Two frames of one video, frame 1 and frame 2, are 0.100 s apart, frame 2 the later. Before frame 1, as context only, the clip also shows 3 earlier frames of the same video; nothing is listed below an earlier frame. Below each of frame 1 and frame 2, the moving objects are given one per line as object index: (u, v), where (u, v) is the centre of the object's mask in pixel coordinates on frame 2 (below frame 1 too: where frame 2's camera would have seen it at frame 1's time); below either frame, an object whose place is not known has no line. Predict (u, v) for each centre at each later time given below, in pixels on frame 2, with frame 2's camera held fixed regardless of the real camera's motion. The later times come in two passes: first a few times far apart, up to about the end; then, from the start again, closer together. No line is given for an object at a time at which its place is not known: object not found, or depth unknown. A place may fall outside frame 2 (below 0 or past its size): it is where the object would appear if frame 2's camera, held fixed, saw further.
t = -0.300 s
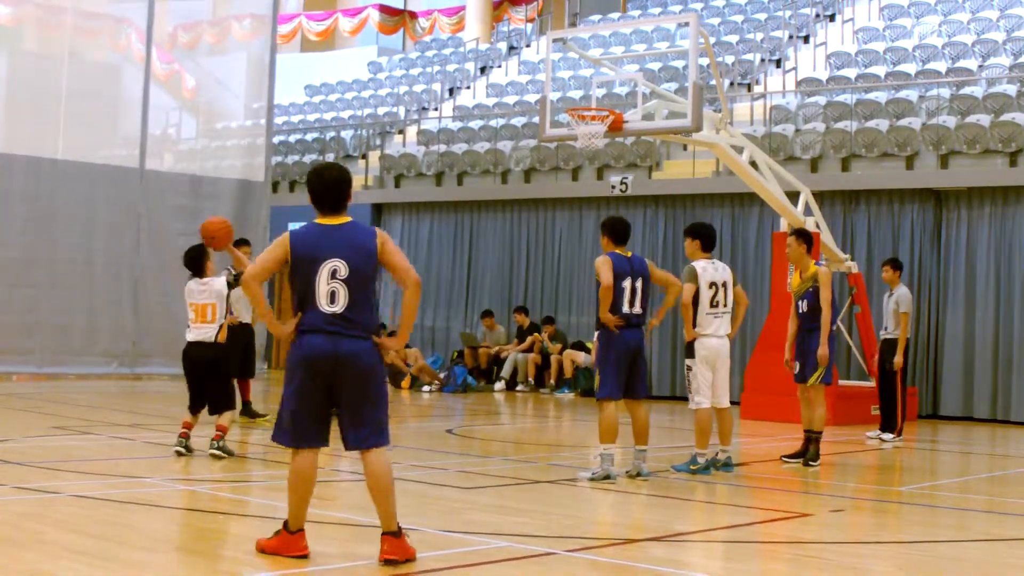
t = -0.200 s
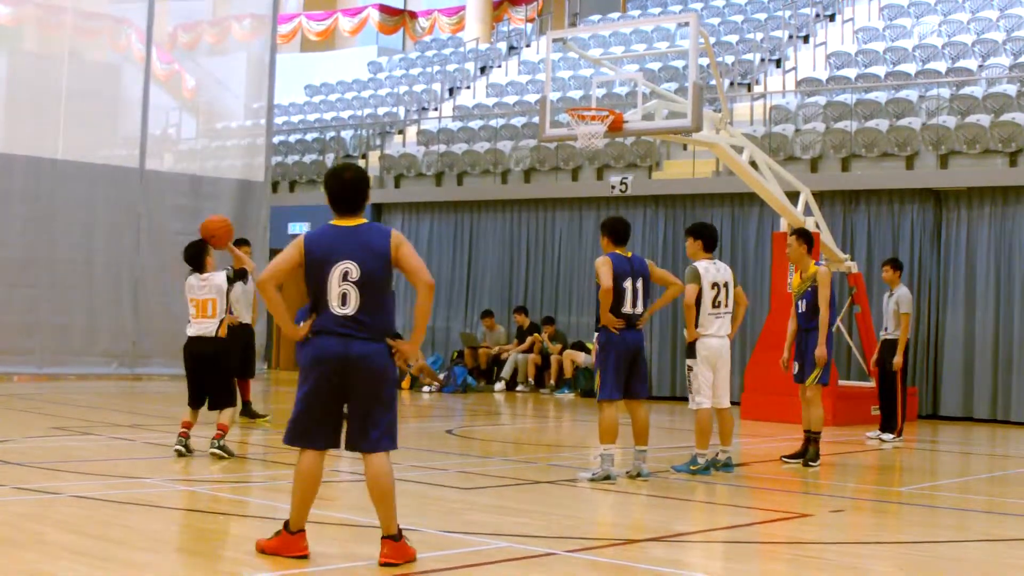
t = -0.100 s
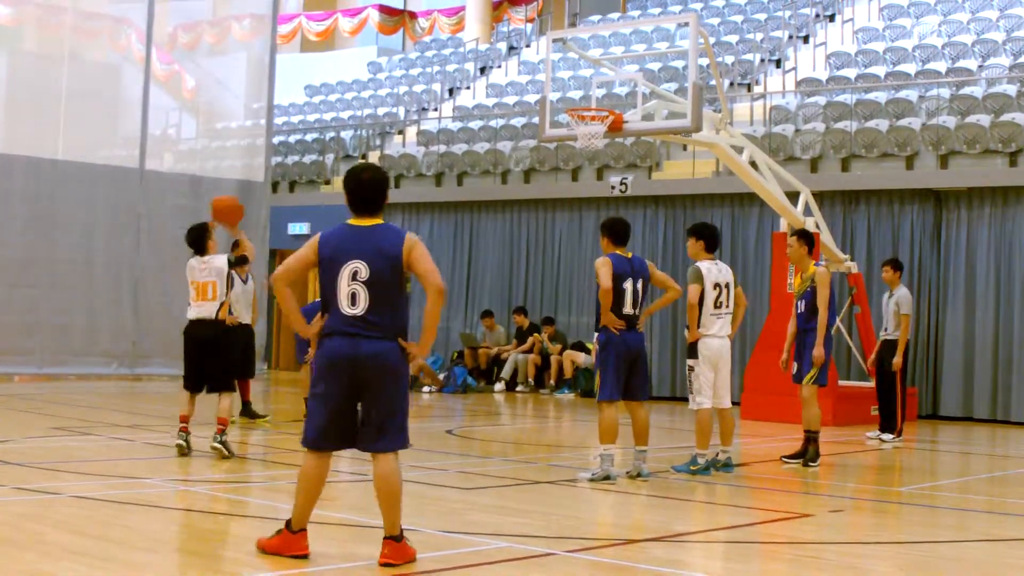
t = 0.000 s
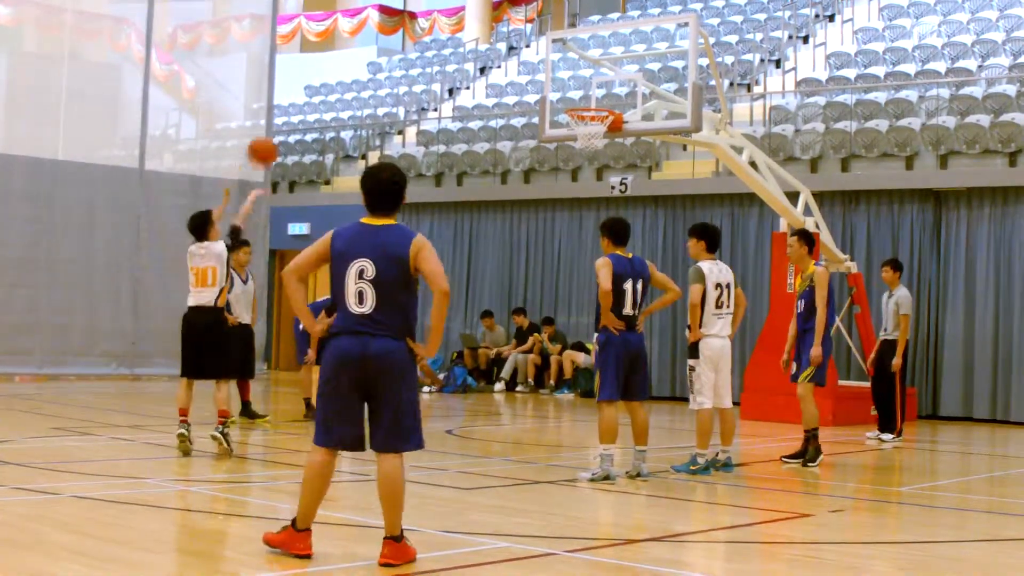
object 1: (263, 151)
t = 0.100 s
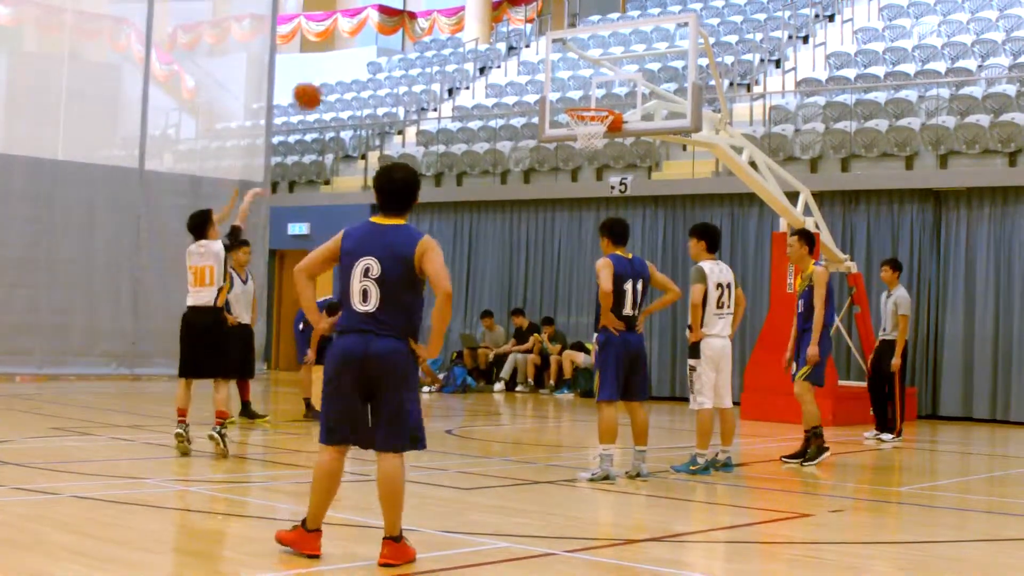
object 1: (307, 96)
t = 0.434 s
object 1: (436, 9)
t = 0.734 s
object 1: (529, 41)
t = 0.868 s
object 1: (566, 84)
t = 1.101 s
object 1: (606, 101)
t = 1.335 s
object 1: (584, 112)
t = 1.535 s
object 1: (602, 129)
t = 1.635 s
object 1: (593, 136)
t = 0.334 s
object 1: (401, 21)
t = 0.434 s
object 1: (436, 9)
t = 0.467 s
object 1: (447, 8)
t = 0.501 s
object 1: (458, 8)
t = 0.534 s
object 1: (469, 9)
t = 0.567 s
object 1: (480, 12)
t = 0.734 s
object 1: (529, 41)
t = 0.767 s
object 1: (539, 50)
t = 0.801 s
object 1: (548, 61)
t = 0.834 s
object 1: (557, 71)
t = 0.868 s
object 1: (566, 84)
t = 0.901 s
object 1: (574, 97)
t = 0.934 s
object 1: (580, 97)
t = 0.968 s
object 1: (585, 96)
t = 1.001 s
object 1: (591, 96)
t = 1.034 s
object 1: (595, 96)
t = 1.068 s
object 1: (601, 99)
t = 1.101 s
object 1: (606, 101)
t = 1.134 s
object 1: (604, 100)
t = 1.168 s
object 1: (599, 101)
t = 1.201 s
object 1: (594, 101)
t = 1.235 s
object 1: (590, 101)
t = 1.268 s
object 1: (585, 102)
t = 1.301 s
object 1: (580, 109)
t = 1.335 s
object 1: (584, 112)
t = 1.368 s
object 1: (590, 116)
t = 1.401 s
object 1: (596, 121)
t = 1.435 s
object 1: (604, 121)
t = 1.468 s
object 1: (604, 123)
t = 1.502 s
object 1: (609, 124)
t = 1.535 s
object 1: (602, 129)
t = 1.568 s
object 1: (600, 131)
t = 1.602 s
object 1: (597, 134)
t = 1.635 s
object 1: (593, 136)
